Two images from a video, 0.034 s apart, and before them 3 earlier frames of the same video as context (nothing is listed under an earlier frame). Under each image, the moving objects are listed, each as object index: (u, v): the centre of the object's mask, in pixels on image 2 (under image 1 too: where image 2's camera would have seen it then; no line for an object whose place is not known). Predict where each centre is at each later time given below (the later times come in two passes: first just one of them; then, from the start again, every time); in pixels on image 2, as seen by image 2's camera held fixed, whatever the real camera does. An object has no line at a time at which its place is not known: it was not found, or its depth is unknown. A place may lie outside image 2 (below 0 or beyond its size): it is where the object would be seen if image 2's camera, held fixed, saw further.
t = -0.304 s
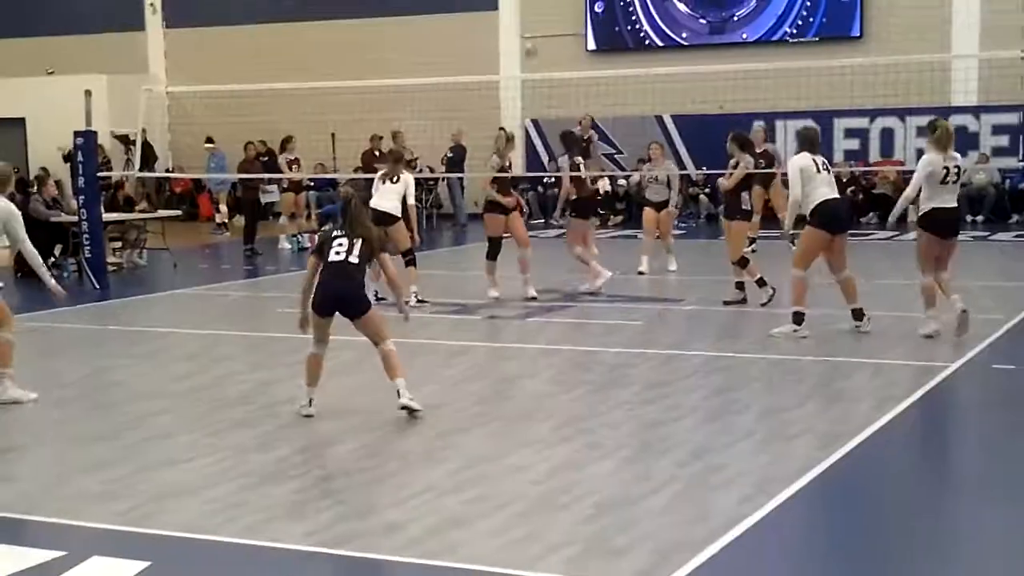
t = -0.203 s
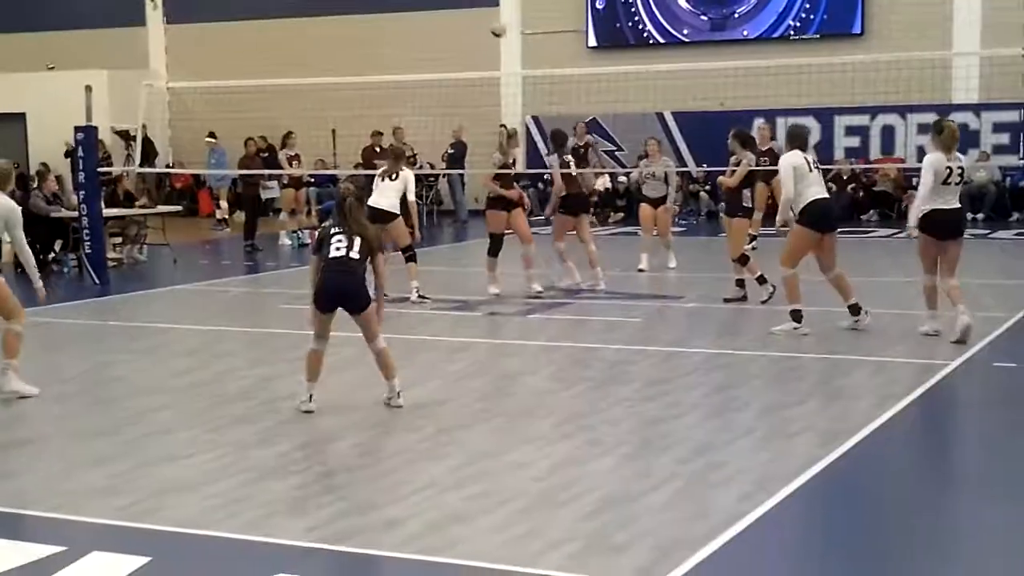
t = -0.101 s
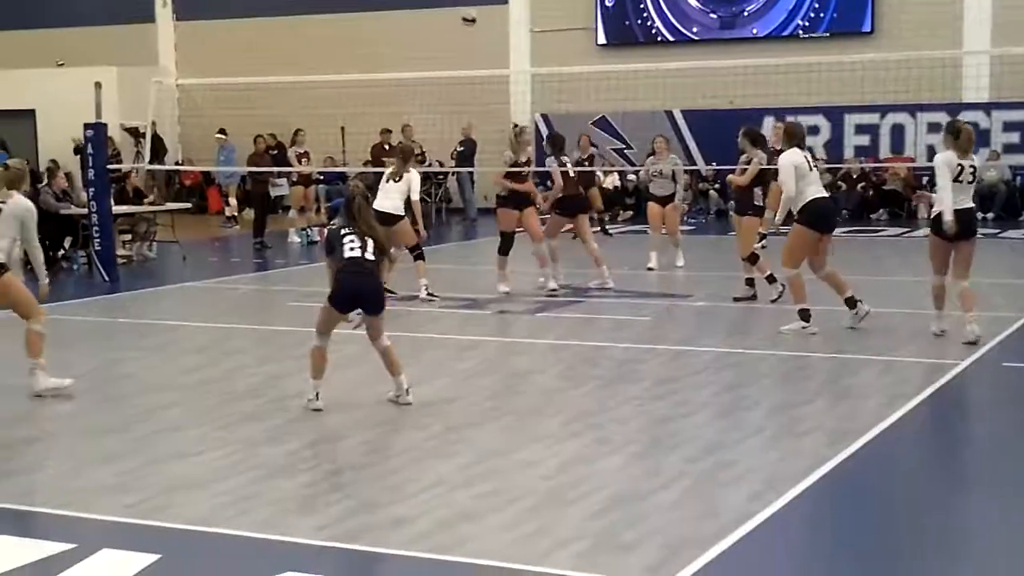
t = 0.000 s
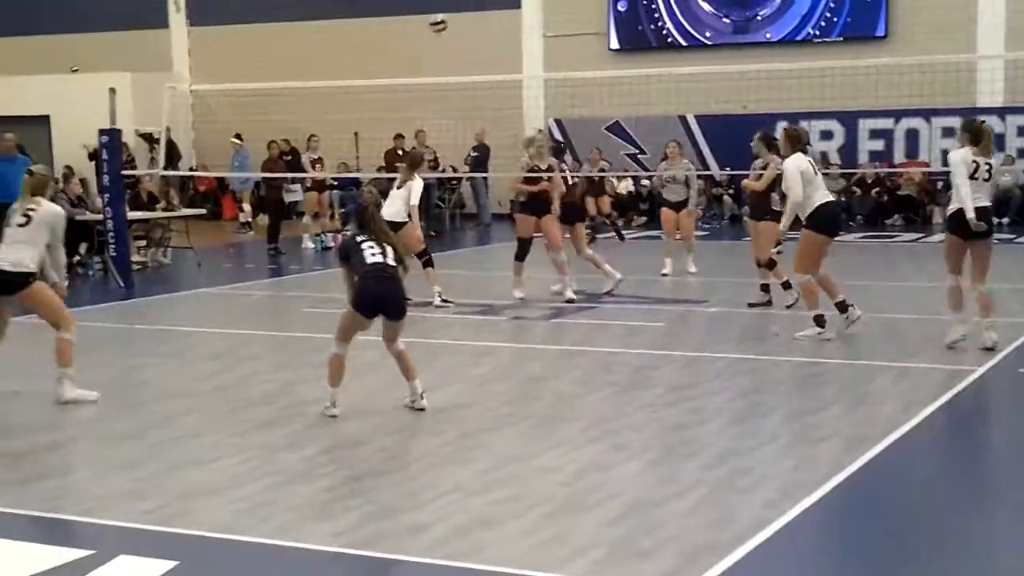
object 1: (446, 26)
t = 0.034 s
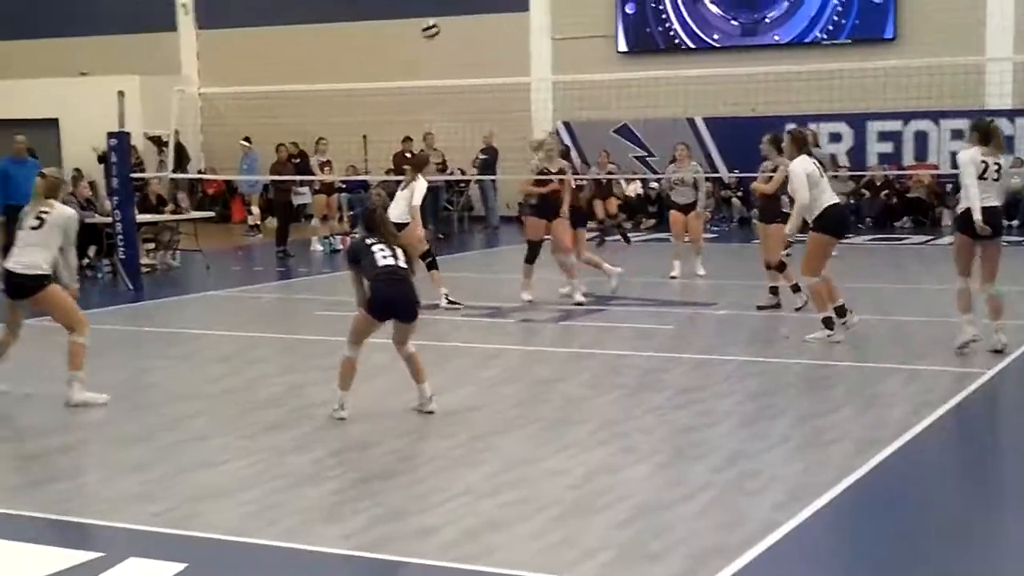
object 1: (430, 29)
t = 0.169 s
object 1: (359, 55)
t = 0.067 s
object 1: (413, 33)
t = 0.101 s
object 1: (396, 39)
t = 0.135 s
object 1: (378, 47)
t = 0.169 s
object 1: (359, 55)
